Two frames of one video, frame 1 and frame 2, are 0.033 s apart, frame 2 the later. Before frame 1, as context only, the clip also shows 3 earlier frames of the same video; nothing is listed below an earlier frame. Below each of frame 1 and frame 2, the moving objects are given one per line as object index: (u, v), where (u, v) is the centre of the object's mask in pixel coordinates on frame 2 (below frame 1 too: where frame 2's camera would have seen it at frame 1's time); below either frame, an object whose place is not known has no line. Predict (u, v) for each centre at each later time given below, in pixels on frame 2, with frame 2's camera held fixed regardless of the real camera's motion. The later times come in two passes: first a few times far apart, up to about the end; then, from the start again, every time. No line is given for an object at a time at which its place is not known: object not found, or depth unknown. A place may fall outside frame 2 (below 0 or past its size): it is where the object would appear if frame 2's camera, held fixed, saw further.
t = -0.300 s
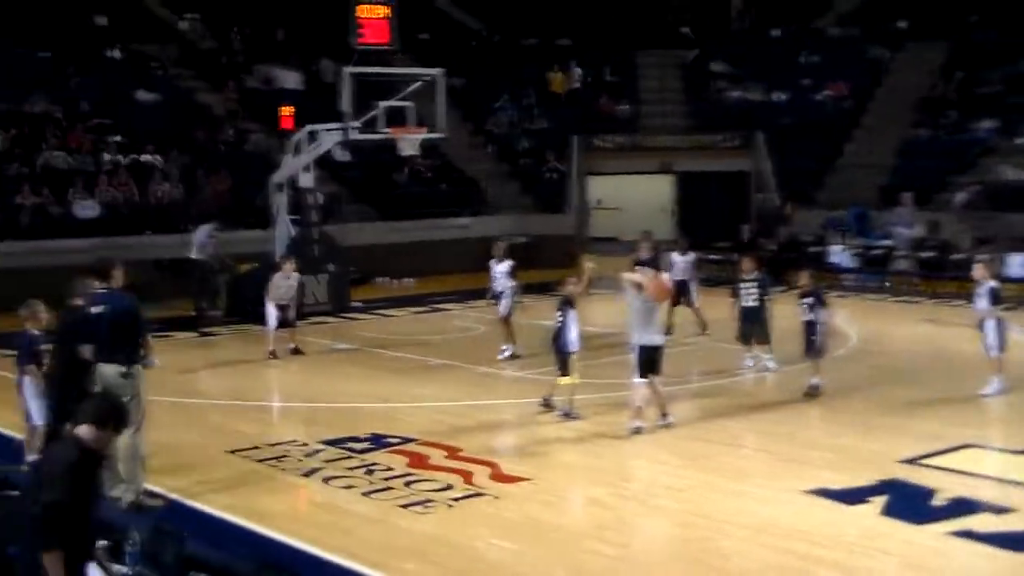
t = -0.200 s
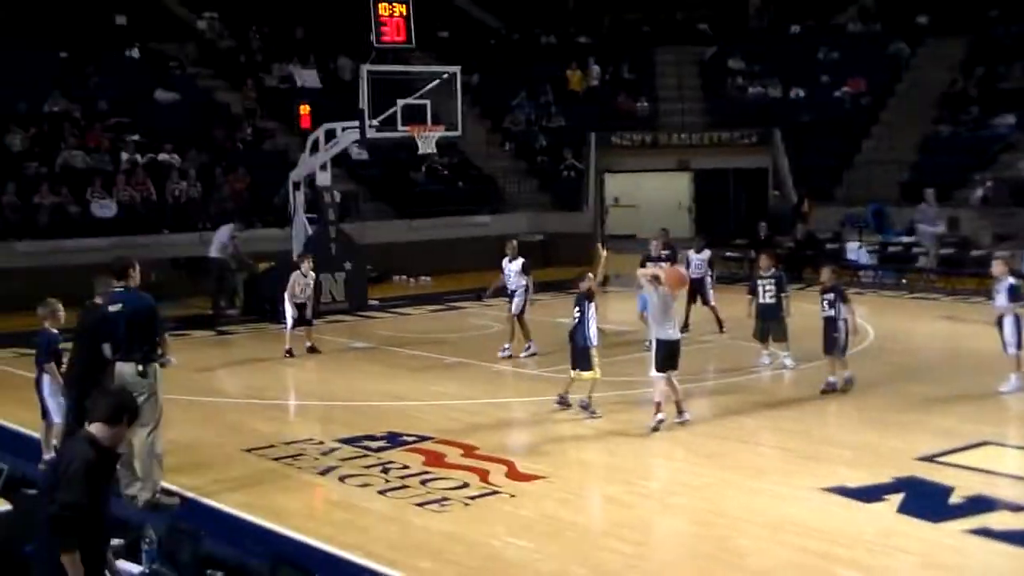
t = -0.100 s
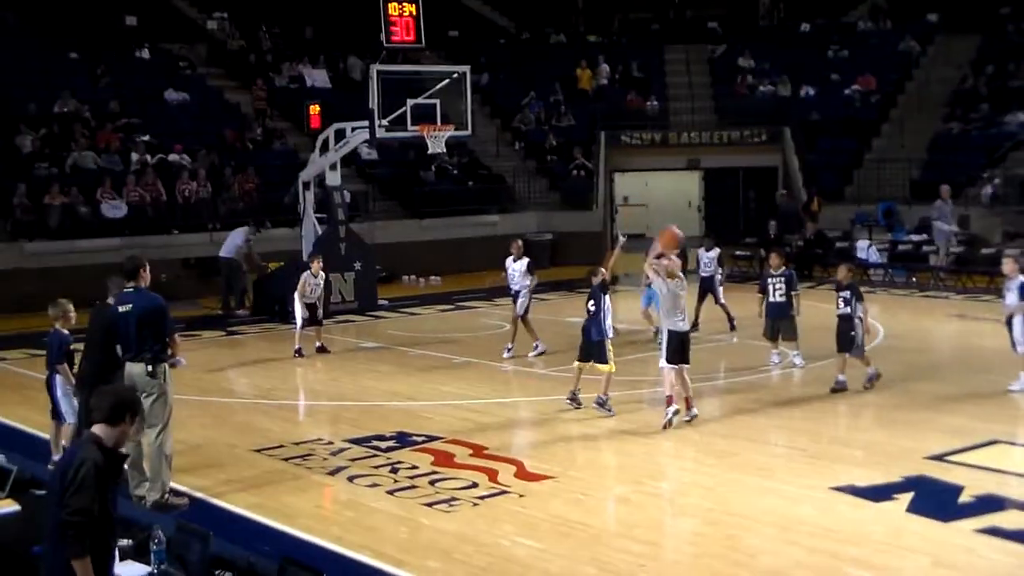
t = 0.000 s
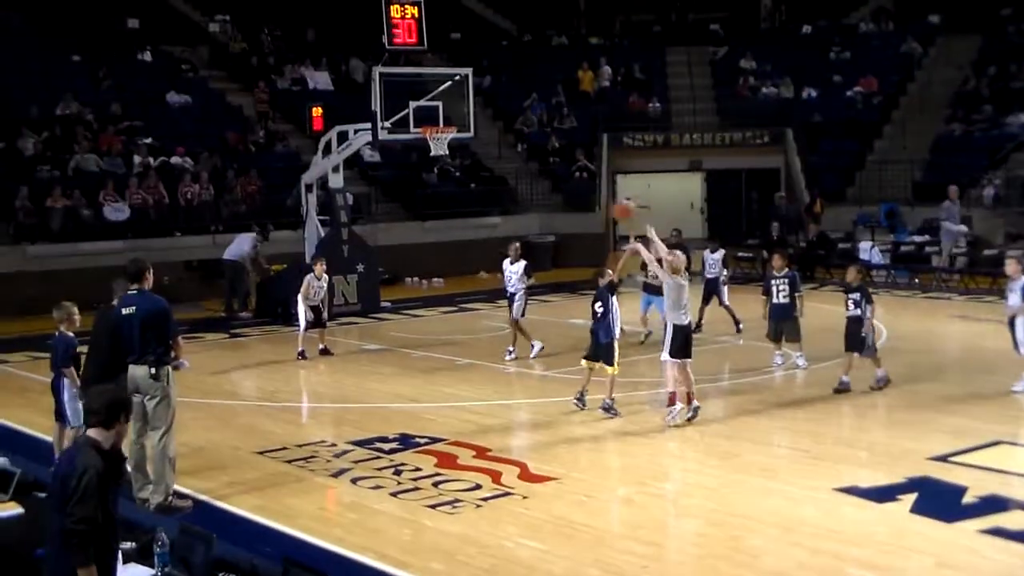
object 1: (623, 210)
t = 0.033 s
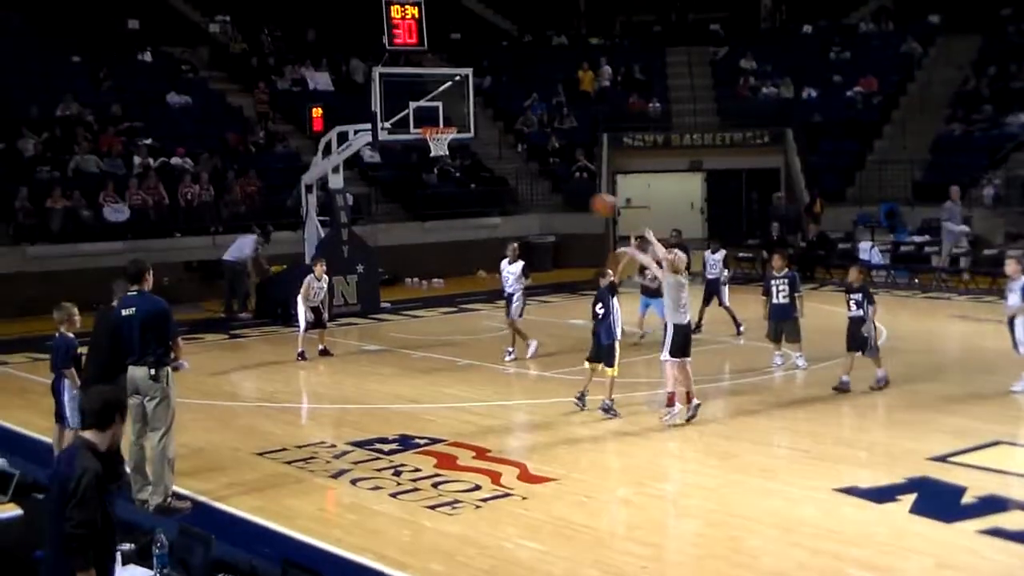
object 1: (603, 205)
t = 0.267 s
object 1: (493, 200)
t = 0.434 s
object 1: (427, 223)
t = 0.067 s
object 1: (587, 201)
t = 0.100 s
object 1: (569, 198)
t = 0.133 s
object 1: (553, 197)
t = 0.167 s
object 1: (538, 195)
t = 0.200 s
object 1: (522, 196)
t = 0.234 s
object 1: (507, 197)
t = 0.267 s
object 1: (493, 200)
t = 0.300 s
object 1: (479, 203)
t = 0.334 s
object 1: (465, 207)
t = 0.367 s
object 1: (452, 211)
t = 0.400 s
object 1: (439, 217)
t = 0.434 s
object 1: (427, 223)
